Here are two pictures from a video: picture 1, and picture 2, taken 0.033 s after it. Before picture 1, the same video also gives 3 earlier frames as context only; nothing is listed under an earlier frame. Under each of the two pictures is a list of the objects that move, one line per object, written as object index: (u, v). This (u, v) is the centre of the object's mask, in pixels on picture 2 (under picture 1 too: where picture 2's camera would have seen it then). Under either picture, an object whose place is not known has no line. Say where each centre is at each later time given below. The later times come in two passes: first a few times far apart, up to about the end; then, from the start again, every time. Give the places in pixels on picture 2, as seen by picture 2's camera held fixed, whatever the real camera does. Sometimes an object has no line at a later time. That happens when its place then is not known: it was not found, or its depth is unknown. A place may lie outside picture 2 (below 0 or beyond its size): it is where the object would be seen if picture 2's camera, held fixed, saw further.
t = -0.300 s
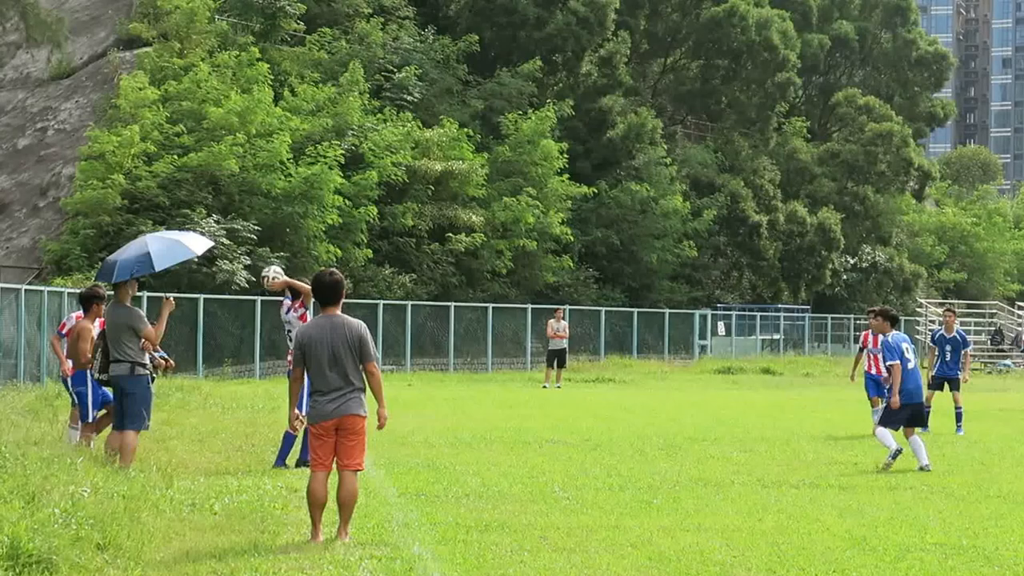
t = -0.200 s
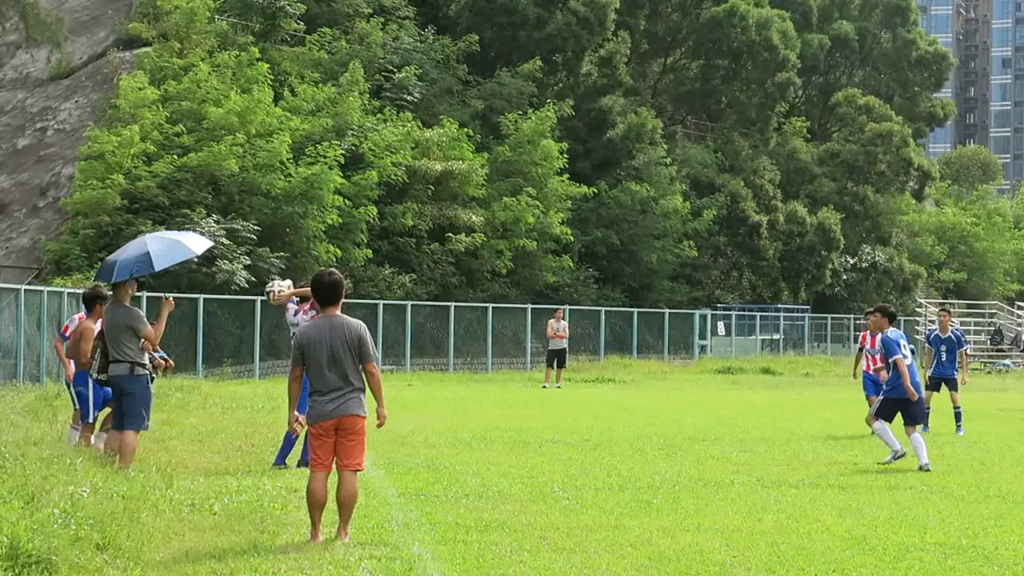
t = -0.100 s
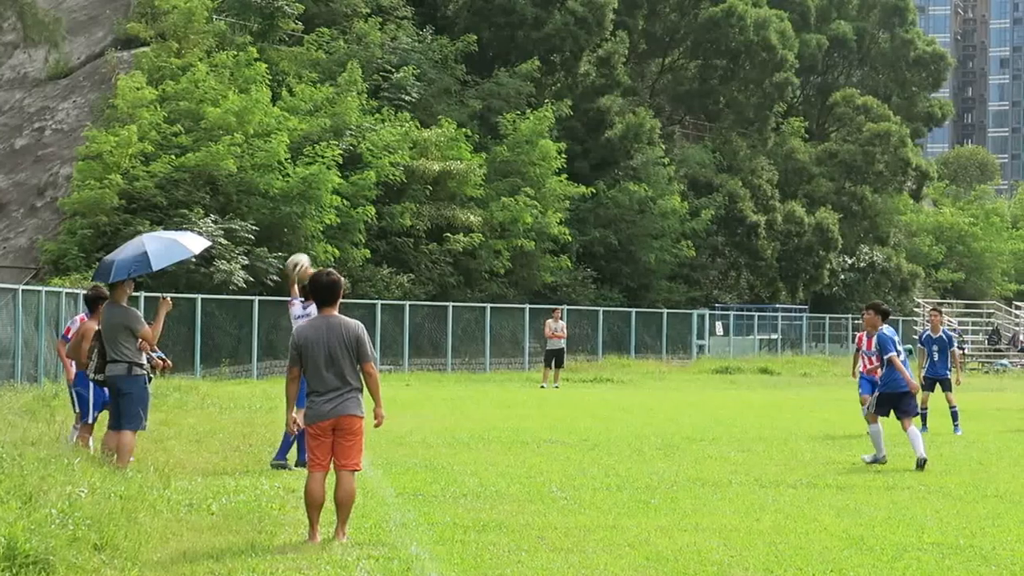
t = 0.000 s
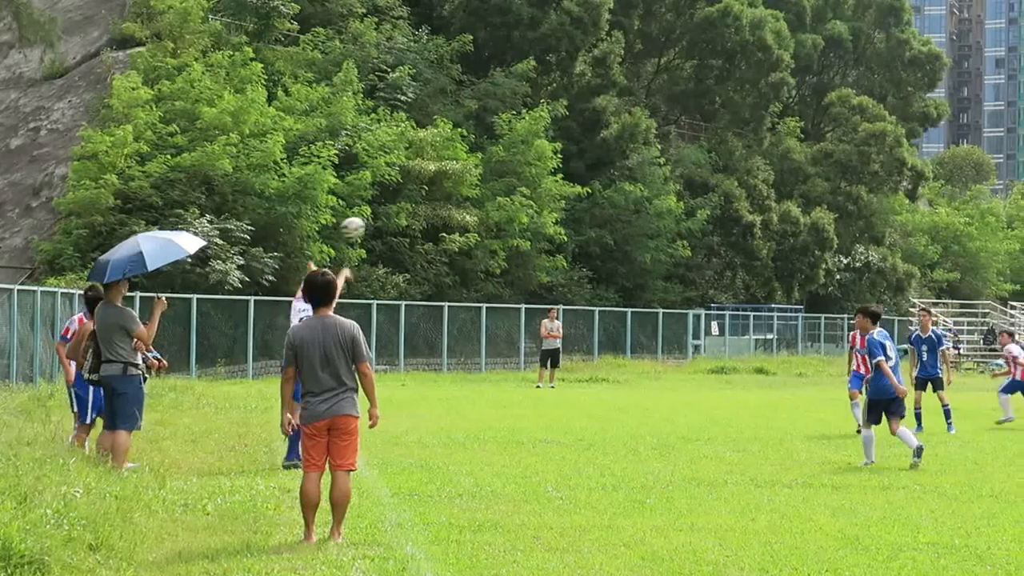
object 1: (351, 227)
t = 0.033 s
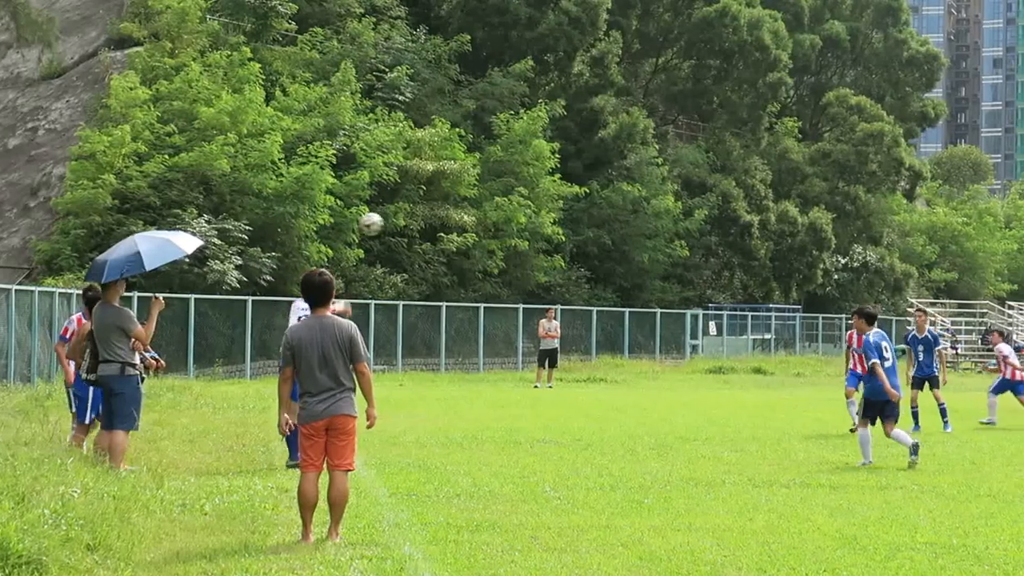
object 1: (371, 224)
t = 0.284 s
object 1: (497, 226)
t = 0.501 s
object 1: (581, 271)
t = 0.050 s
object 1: (380, 222)
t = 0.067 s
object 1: (390, 220)
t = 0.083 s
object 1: (399, 219)
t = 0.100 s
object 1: (409, 218)
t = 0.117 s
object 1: (418, 216)
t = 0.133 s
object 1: (427, 215)
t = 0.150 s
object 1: (435, 217)
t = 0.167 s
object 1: (443, 217)
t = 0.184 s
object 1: (452, 216)
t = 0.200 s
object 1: (459, 219)
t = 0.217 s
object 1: (468, 217)
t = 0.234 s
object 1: (476, 220)
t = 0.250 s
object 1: (484, 221)
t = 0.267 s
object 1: (490, 223)
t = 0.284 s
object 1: (497, 226)
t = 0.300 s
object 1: (504, 227)
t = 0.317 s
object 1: (511, 229)
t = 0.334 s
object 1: (519, 232)
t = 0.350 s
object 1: (526, 234)
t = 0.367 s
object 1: (533, 238)
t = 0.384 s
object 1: (539, 242)
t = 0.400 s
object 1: (545, 245)
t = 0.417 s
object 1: (551, 248)
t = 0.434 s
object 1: (557, 251)
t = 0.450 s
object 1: (564, 255)
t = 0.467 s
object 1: (569, 261)
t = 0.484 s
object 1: (575, 265)
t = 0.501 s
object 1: (581, 271)
